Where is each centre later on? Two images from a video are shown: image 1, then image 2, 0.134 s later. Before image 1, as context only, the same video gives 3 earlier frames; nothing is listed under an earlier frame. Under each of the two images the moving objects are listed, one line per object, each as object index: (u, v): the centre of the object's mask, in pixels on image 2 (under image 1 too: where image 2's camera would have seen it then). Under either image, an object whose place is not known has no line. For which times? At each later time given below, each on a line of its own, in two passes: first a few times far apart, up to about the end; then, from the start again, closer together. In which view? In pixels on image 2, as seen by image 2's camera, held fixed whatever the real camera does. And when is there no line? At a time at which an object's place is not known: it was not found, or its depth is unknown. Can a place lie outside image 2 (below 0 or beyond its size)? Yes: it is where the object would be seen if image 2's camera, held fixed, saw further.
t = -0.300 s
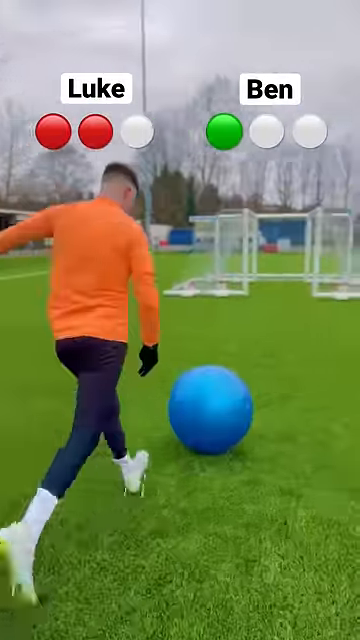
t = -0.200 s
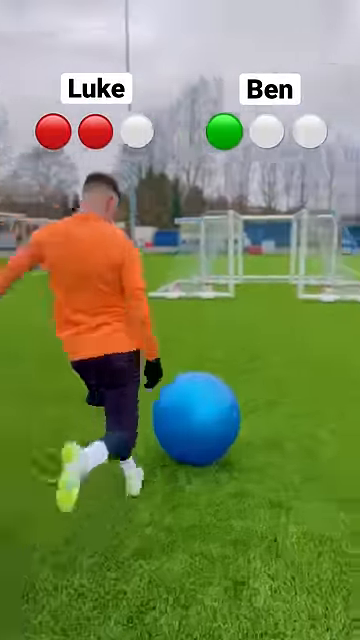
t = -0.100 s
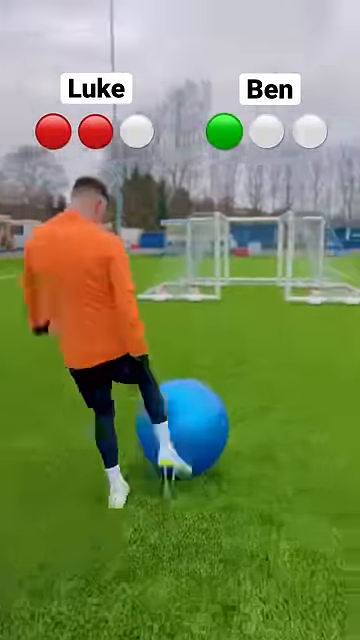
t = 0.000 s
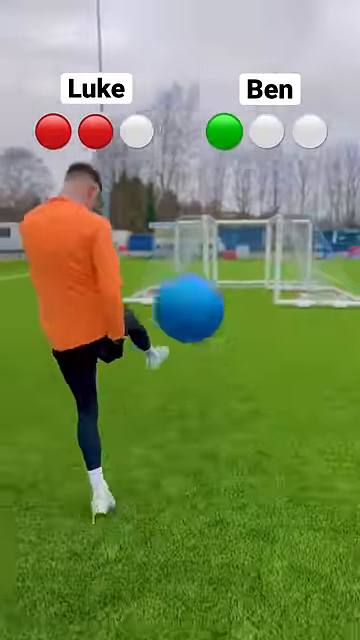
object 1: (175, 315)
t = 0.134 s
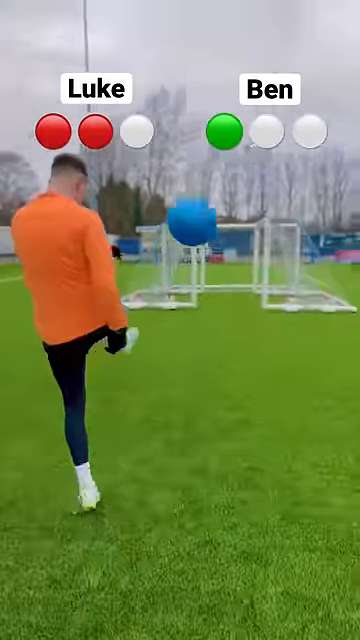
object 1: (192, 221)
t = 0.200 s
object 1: (199, 202)
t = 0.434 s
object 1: (219, 192)
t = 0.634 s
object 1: (233, 214)
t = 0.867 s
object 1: (244, 250)
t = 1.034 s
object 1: (246, 277)
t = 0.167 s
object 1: (196, 211)
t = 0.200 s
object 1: (199, 202)
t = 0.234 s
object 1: (202, 196)
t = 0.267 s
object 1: (204, 192)
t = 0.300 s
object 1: (207, 190)
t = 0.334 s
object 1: (211, 189)
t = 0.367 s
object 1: (213, 189)
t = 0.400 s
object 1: (215, 189)
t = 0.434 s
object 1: (219, 192)
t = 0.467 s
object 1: (221, 195)
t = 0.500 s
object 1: (224, 198)
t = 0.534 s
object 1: (226, 201)
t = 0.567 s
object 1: (229, 206)
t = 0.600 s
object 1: (230, 208)
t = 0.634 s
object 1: (233, 214)
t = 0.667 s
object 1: (234, 219)
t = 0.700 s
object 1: (236, 222)
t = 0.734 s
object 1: (238, 225)
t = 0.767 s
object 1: (239, 231)
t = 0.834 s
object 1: (243, 244)
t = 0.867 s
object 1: (244, 250)
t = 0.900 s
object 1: (245, 255)
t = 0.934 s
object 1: (245, 261)
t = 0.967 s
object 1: (246, 267)
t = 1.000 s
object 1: (246, 271)
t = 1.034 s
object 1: (246, 277)
